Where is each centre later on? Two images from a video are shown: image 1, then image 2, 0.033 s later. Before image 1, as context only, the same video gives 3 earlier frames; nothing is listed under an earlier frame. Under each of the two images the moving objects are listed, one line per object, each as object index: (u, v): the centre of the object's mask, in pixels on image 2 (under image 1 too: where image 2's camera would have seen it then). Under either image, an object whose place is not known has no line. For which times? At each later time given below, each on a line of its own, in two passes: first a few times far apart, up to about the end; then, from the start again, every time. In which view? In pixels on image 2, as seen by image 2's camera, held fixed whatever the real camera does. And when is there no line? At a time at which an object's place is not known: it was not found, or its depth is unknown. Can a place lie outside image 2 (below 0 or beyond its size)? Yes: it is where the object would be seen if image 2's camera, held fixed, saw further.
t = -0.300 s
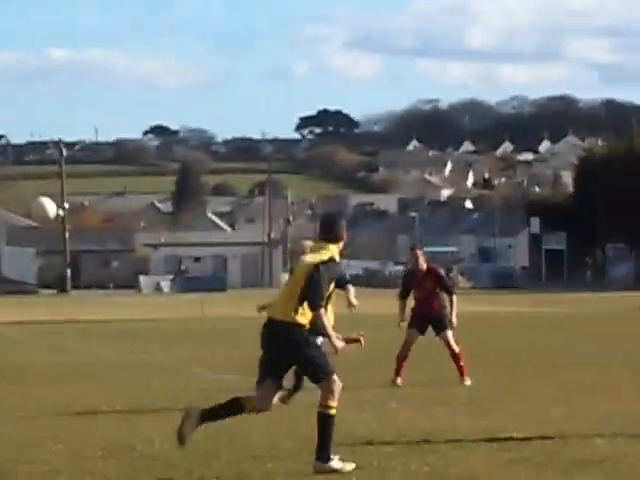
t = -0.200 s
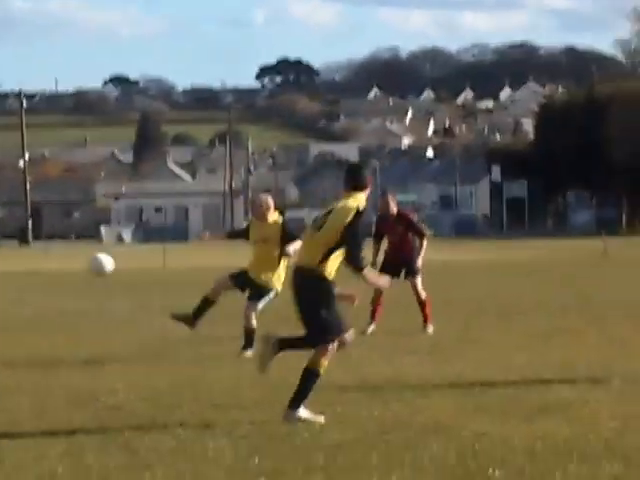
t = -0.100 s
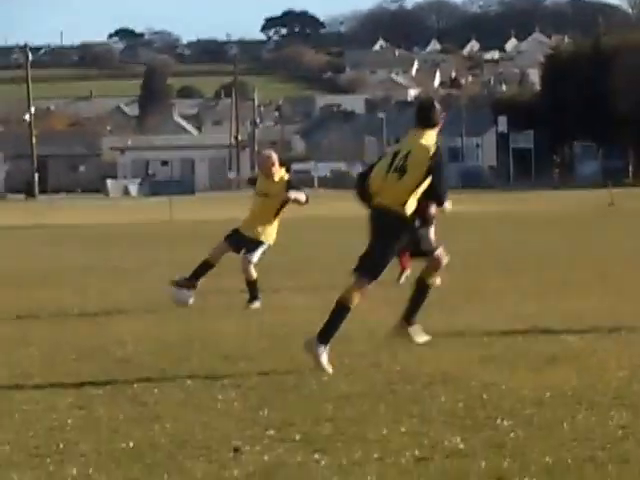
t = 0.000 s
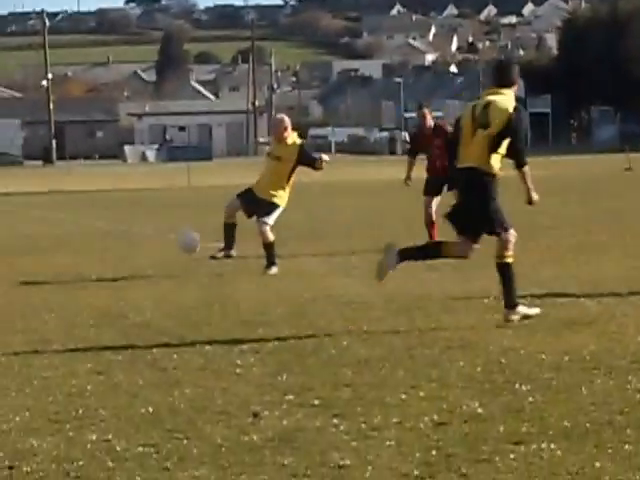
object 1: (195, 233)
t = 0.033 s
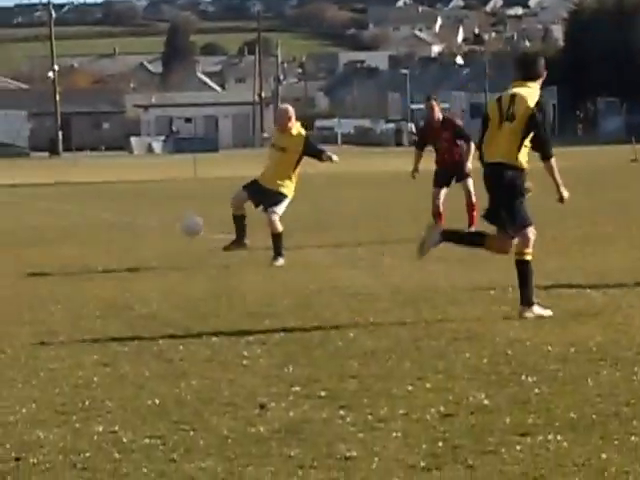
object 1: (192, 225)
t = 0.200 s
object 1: (175, 201)
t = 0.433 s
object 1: (153, 213)
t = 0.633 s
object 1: (136, 245)
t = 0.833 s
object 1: (125, 224)
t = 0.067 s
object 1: (188, 218)
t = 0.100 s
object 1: (187, 212)
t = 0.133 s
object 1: (183, 208)
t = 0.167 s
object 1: (178, 204)
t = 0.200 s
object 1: (175, 201)
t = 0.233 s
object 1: (172, 199)
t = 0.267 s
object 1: (169, 199)
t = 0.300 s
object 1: (166, 200)
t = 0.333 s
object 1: (163, 202)
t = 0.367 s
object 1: (159, 204)
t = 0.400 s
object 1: (157, 208)
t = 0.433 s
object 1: (153, 213)
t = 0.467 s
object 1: (150, 220)
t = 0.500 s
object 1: (147, 227)
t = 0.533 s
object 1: (144, 235)
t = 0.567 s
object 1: (141, 244)
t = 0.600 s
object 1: (138, 252)
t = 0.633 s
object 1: (136, 245)
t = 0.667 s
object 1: (134, 239)
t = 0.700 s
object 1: (132, 234)
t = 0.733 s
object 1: (130, 230)
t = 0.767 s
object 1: (129, 227)
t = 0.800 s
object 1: (127, 225)
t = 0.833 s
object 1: (125, 224)
